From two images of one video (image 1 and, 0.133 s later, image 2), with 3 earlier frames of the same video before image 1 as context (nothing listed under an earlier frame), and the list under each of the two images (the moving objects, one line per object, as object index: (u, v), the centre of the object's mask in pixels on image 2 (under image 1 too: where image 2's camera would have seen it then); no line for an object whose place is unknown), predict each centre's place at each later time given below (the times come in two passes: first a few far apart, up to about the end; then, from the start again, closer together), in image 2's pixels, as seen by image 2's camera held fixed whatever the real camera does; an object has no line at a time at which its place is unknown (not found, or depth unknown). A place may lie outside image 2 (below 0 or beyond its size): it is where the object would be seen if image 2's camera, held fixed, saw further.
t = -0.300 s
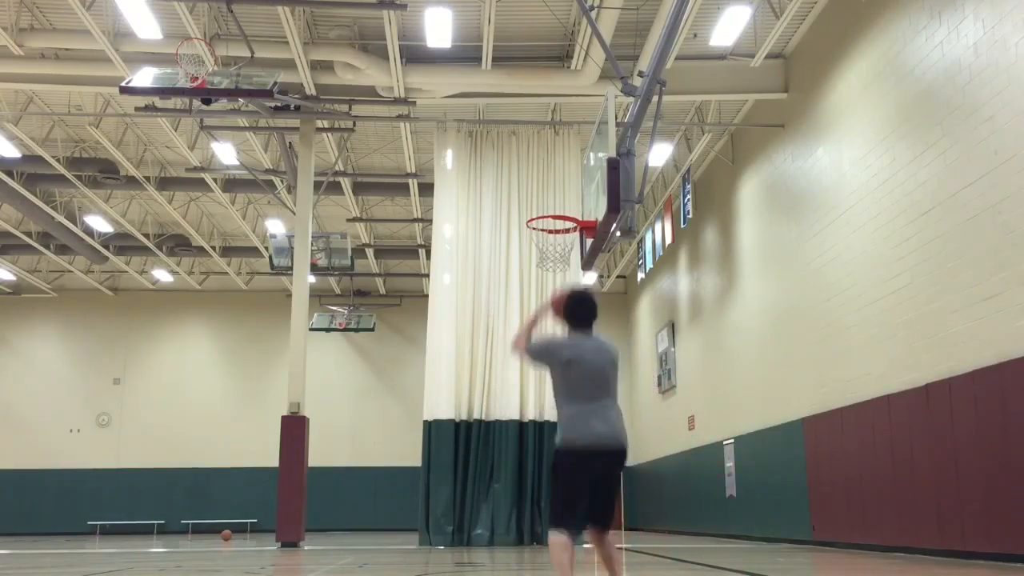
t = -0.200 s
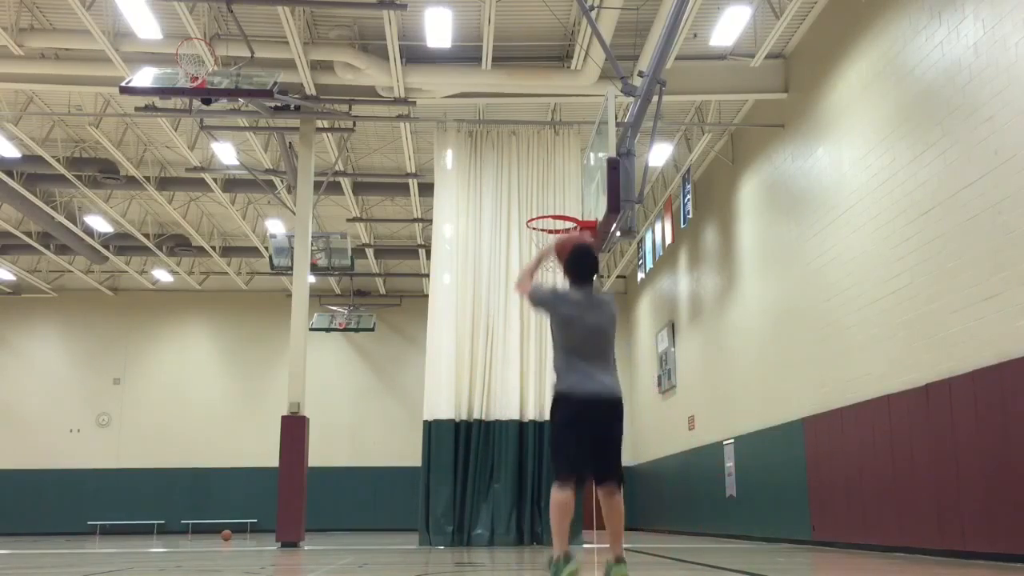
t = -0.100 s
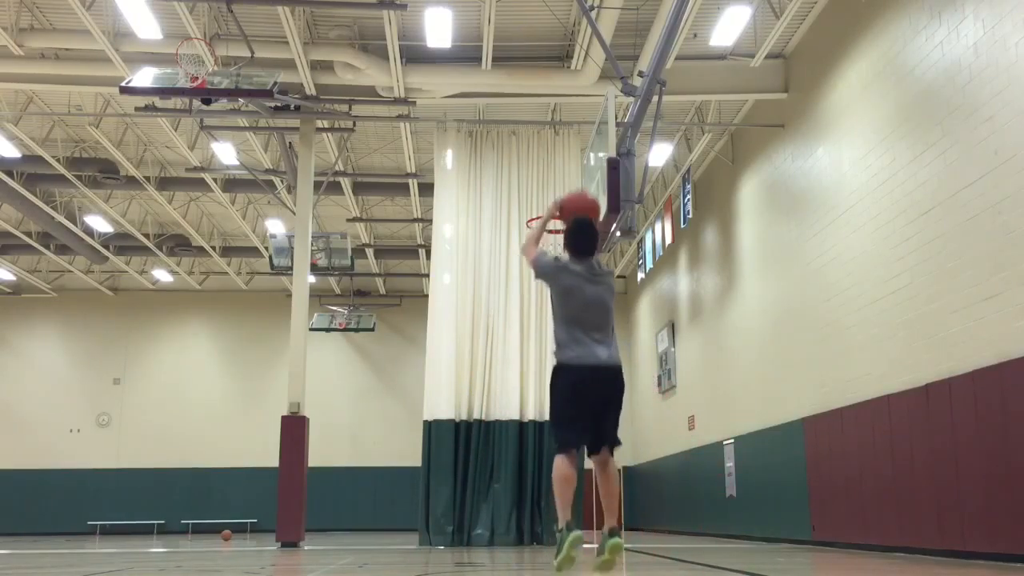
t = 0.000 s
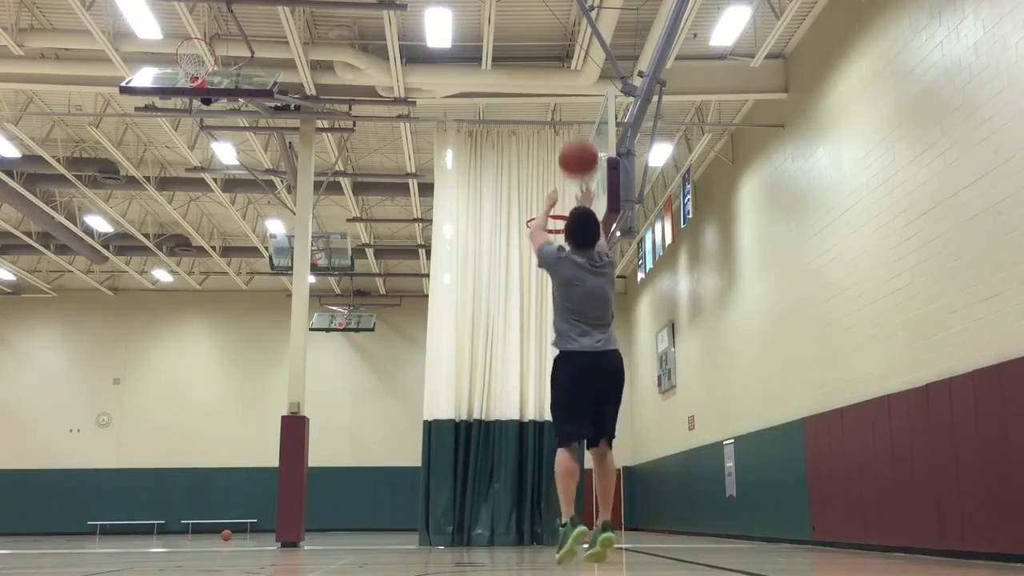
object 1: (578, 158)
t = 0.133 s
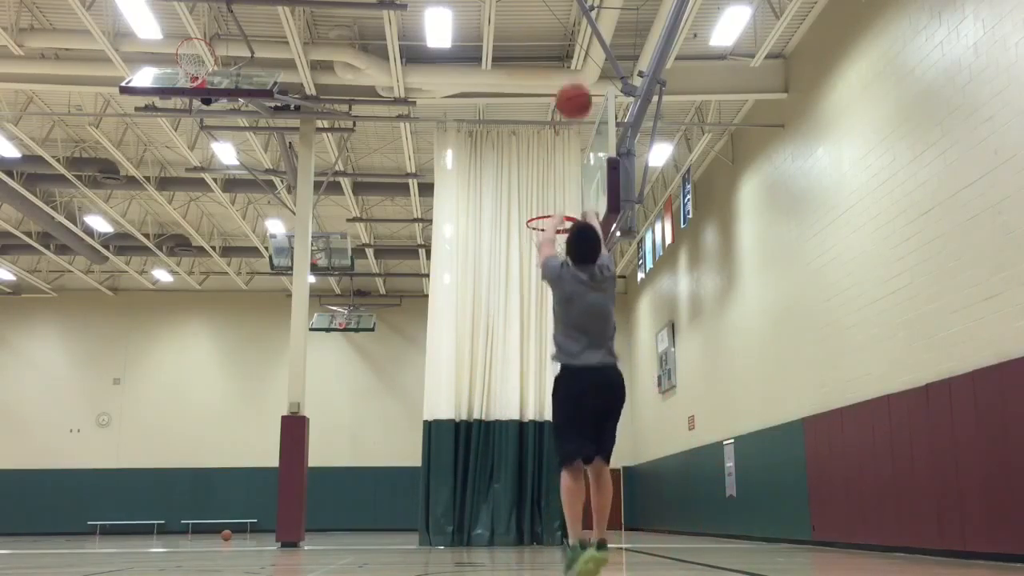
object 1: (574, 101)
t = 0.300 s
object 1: (568, 71)
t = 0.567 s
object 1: (563, 96)
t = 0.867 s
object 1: (559, 205)
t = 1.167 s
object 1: (550, 214)
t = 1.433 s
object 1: (546, 251)
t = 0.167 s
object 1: (572, 92)
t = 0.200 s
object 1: (571, 84)
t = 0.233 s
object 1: (570, 78)
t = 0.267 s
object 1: (569, 74)
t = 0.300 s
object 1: (568, 71)
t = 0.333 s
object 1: (568, 70)
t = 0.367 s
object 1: (567, 70)
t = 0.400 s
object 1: (566, 71)
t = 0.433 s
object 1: (566, 74)
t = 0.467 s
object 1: (565, 77)
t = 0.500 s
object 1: (564, 83)
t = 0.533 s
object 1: (564, 89)
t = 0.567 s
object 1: (563, 96)
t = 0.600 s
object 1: (563, 104)
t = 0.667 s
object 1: (562, 125)
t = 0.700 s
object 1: (562, 135)
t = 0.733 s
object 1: (561, 147)
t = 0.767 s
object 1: (561, 161)
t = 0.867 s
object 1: (559, 205)
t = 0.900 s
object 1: (558, 204)
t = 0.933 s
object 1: (557, 204)
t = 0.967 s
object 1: (556, 205)
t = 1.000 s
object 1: (554, 206)
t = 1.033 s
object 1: (553, 209)
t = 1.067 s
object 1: (551, 215)
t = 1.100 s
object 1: (551, 216)
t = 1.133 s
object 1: (550, 214)
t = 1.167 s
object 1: (550, 214)
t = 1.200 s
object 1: (549, 215)
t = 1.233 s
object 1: (549, 218)
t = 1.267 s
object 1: (548, 220)
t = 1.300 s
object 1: (548, 225)
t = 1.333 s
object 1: (547, 230)
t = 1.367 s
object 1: (547, 237)
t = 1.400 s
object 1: (546, 244)
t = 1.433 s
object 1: (546, 251)
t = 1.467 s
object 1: (546, 262)
